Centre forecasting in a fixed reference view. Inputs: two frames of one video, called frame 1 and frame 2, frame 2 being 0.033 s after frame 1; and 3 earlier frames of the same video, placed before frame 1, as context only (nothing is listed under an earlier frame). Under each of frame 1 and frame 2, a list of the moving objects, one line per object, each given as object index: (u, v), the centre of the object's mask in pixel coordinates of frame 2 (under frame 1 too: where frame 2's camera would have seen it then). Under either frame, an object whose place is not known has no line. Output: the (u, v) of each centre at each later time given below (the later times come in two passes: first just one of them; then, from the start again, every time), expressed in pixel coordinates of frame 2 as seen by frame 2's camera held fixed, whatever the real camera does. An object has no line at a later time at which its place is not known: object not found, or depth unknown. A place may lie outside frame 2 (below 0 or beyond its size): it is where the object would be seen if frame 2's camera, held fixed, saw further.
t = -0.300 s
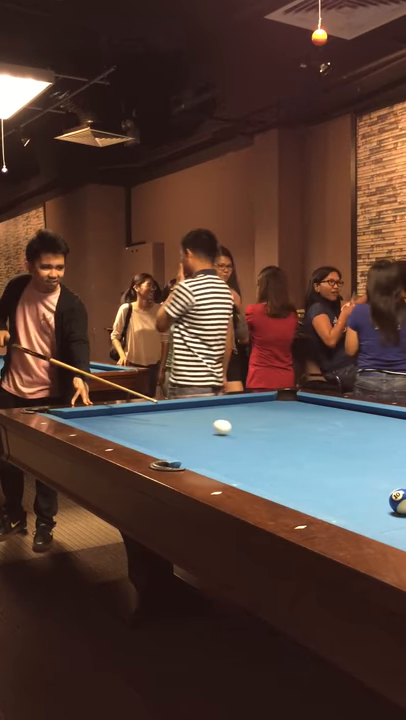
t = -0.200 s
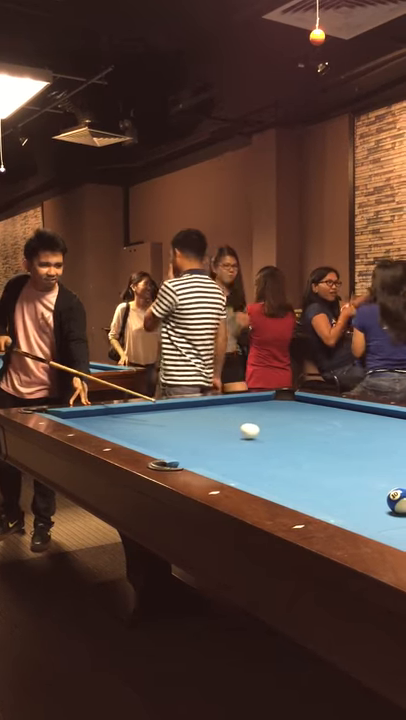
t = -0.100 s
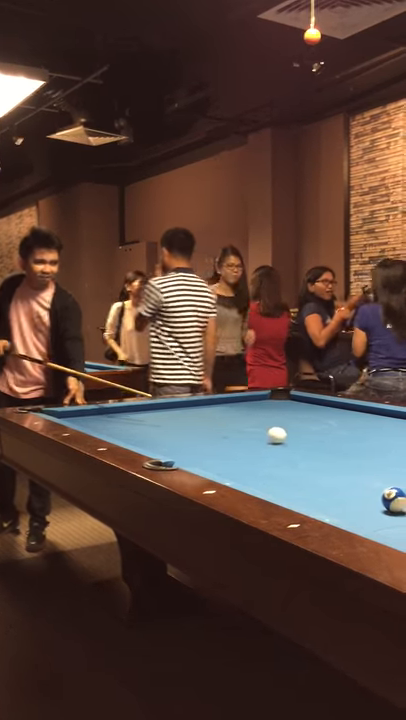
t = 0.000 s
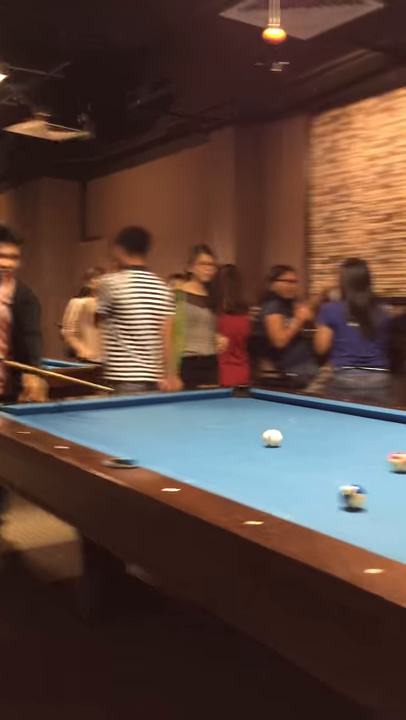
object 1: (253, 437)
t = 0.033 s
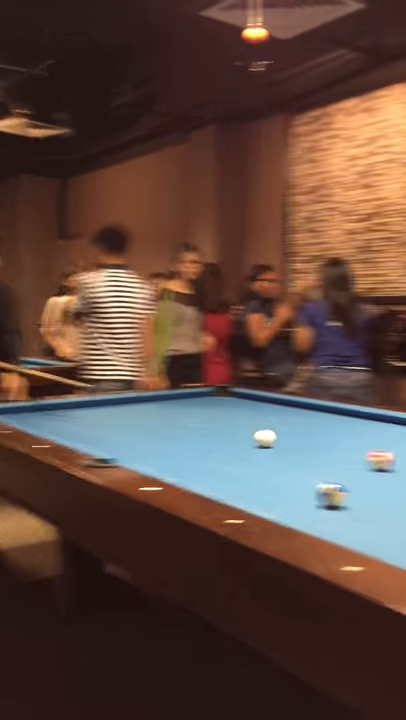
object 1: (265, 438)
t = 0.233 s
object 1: (347, 451)
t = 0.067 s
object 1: (278, 440)
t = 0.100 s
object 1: (292, 443)
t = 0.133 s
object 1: (306, 445)
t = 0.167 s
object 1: (319, 447)
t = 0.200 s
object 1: (333, 449)
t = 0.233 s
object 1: (347, 451)
